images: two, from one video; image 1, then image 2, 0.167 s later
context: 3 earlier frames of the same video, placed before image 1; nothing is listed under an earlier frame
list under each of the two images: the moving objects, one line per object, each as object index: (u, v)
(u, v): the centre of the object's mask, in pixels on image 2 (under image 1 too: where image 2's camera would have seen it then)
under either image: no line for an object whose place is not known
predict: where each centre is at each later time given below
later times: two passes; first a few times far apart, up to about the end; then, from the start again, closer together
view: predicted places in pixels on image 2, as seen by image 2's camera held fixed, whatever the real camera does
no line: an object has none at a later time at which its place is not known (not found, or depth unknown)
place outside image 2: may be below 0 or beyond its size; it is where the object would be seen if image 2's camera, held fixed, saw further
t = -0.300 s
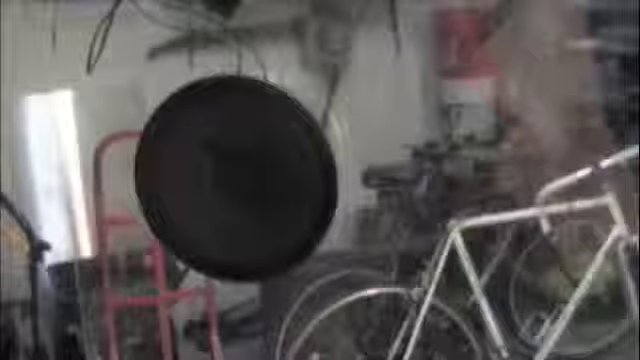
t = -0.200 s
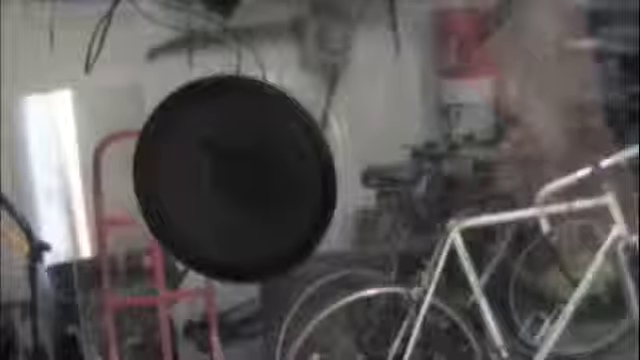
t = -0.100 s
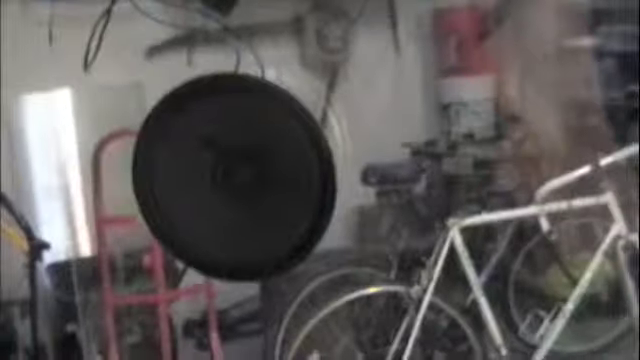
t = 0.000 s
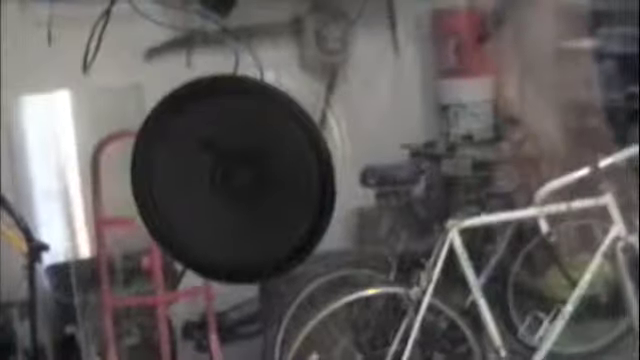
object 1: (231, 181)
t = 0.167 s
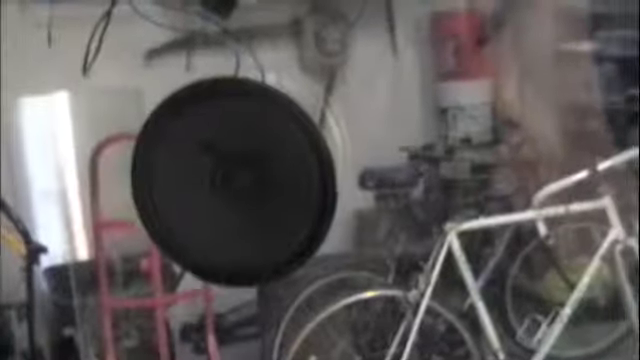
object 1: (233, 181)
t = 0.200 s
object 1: (234, 180)
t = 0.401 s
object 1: (233, 177)
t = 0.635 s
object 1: (228, 176)
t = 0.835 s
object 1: (229, 174)
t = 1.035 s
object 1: (230, 170)
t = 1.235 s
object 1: (228, 165)
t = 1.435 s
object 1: (227, 163)
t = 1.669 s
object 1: (224, 164)
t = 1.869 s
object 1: (222, 165)
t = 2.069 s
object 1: (219, 165)
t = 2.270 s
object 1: (219, 166)
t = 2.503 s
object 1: (228, 167)
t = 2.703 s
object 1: (232, 164)
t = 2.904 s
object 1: (234, 164)
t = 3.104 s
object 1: (236, 170)
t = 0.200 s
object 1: (234, 180)
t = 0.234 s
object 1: (234, 180)
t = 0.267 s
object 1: (234, 179)
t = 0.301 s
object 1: (234, 178)
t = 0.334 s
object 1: (234, 178)
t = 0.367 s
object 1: (233, 178)
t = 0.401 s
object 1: (233, 177)
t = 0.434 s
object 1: (232, 177)
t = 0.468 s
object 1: (231, 176)
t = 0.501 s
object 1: (230, 176)
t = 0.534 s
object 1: (229, 176)
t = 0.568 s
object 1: (228, 177)
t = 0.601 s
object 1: (228, 176)
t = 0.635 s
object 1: (228, 176)
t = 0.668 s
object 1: (228, 176)
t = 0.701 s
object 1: (228, 176)
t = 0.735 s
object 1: (228, 175)
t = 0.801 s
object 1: (228, 175)
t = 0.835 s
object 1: (229, 174)
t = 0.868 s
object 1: (229, 173)
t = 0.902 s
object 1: (229, 173)
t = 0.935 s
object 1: (230, 172)
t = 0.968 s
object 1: (230, 171)
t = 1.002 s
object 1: (230, 170)
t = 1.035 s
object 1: (230, 170)
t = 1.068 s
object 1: (230, 169)
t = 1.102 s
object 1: (229, 168)
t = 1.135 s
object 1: (229, 167)
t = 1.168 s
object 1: (228, 166)
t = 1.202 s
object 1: (228, 165)
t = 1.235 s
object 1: (228, 165)
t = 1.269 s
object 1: (227, 165)
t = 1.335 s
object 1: (227, 164)
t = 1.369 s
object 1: (227, 164)
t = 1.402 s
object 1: (227, 163)
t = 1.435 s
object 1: (227, 163)
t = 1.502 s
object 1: (226, 163)
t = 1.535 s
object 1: (226, 163)
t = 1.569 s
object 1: (226, 163)
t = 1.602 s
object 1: (225, 163)
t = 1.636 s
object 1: (225, 164)
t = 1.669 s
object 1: (224, 164)
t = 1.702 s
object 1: (224, 164)
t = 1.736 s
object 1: (223, 165)
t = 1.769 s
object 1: (223, 166)
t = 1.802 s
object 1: (223, 165)
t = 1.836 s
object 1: (222, 165)
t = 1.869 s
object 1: (222, 165)
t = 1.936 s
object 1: (222, 165)
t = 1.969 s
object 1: (221, 165)
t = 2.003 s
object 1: (221, 165)
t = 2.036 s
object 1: (220, 165)
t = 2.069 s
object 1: (219, 165)
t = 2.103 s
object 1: (219, 165)
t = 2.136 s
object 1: (218, 165)
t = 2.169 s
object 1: (218, 165)
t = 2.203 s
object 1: (218, 165)
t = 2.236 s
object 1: (218, 166)
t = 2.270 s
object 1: (219, 166)
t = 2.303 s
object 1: (219, 165)
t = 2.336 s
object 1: (221, 166)
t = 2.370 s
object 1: (222, 166)
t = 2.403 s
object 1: (224, 167)
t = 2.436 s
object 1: (225, 167)
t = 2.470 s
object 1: (227, 167)
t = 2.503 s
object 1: (228, 167)
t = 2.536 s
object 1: (229, 167)
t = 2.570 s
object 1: (230, 166)
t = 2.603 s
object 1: (231, 165)
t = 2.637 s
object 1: (231, 164)
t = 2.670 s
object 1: (232, 164)
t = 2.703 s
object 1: (232, 164)
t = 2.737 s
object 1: (233, 164)
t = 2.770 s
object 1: (233, 164)
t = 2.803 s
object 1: (233, 164)
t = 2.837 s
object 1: (233, 164)
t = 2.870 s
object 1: (234, 164)
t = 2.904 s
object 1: (234, 164)
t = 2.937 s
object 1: (234, 165)
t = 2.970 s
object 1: (234, 165)
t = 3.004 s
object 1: (234, 166)
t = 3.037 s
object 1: (235, 166)
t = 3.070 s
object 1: (235, 168)
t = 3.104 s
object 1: (236, 170)
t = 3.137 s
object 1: (236, 173)
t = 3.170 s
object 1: (238, 177)
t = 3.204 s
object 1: (238, 181)
